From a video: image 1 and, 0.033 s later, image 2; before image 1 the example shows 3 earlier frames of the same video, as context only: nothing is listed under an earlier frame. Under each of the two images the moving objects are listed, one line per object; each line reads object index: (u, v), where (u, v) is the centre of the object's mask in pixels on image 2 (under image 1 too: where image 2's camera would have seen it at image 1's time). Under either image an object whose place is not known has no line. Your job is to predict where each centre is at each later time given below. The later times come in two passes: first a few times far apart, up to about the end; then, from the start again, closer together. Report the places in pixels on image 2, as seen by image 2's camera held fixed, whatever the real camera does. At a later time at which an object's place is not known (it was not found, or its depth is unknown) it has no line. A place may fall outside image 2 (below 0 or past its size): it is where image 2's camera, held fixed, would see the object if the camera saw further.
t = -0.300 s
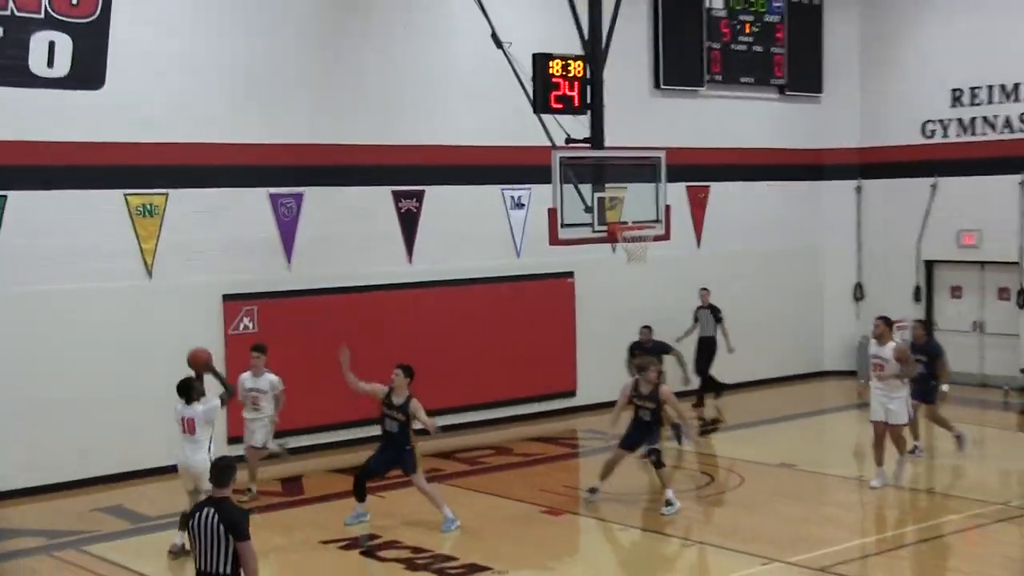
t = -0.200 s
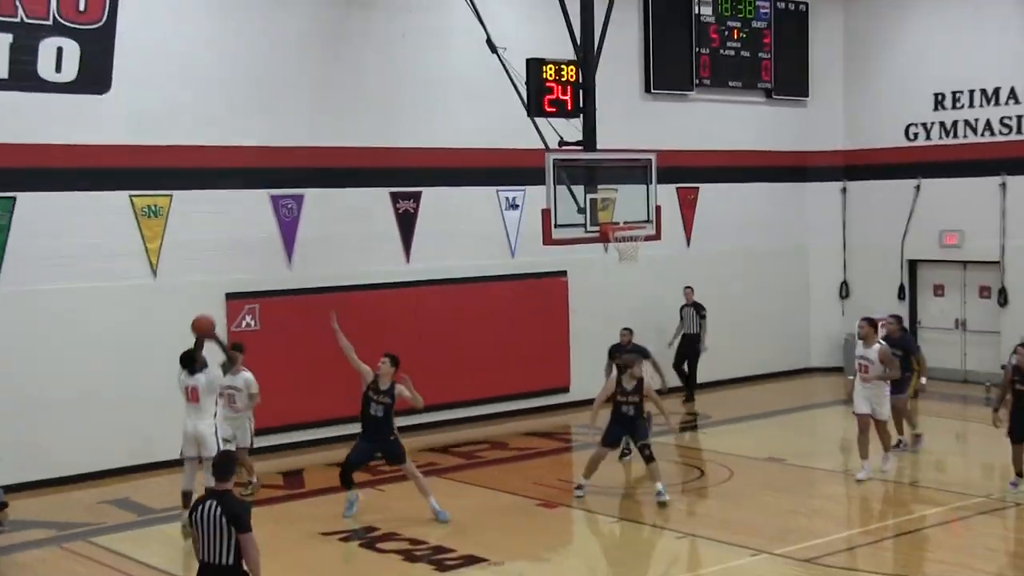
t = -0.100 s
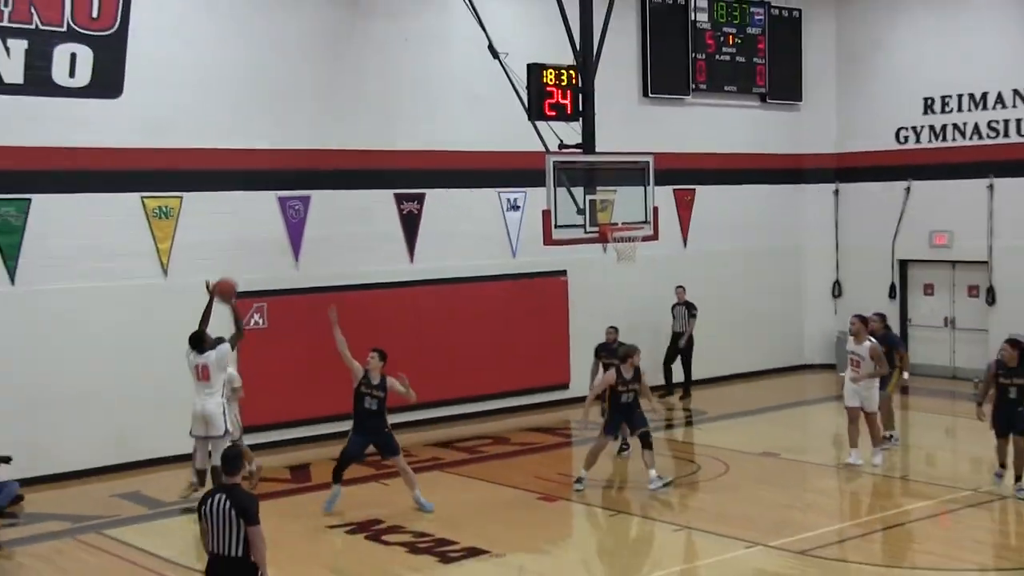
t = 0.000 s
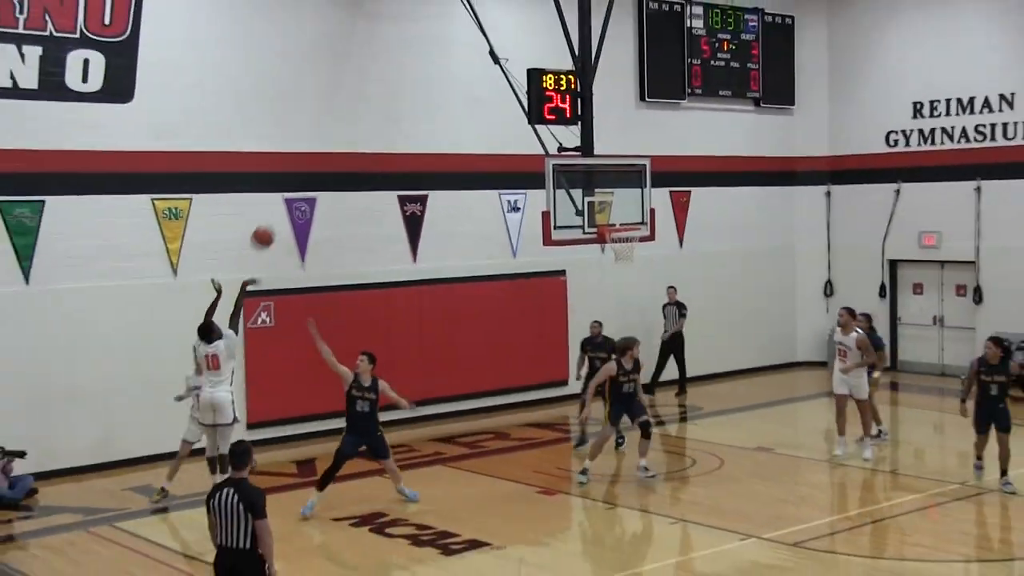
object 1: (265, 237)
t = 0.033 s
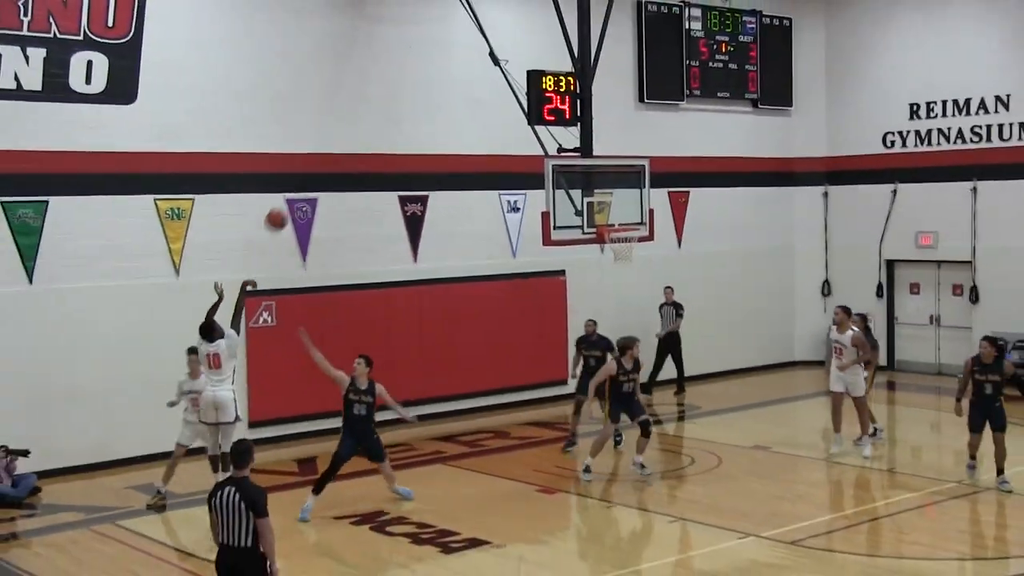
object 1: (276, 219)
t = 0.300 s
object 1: (367, 121)
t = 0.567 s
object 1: (450, 89)
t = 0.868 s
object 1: (537, 122)
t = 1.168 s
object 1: (616, 219)
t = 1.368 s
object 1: (631, 275)
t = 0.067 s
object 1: (288, 202)
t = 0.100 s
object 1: (300, 186)
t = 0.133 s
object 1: (311, 175)
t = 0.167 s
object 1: (323, 158)
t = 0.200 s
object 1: (334, 147)
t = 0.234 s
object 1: (345, 139)
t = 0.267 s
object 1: (357, 129)
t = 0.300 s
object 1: (367, 121)
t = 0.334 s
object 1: (378, 113)
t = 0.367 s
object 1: (389, 107)
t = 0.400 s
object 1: (399, 101)
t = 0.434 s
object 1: (410, 97)
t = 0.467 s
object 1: (421, 93)
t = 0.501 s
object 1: (431, 91)
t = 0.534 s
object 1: (440, 89)
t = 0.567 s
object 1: (450, 89)
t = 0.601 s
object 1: (460, 89)
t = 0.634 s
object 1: (470, 90)
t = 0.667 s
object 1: (480, 92)
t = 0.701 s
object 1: (490, 95)
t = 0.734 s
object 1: (499, 99)
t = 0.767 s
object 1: (508, 103)
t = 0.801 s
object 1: (519, 110)
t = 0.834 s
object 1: (528, 115)
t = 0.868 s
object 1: (537, 122)
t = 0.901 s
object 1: (546, 131)
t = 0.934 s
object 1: (556, 140)
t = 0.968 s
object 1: (565, 149)
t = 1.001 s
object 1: (575, 159)
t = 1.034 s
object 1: (585, 171)
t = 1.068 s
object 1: (592, 181)
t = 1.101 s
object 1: (599, 194)
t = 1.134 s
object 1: (608, 206)
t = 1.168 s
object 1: (616, 219)
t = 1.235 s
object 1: (627, 245)
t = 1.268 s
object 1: (628, 252)
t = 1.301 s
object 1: (630, 259)
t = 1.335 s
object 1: (631, 267)
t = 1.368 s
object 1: (631, 275)
